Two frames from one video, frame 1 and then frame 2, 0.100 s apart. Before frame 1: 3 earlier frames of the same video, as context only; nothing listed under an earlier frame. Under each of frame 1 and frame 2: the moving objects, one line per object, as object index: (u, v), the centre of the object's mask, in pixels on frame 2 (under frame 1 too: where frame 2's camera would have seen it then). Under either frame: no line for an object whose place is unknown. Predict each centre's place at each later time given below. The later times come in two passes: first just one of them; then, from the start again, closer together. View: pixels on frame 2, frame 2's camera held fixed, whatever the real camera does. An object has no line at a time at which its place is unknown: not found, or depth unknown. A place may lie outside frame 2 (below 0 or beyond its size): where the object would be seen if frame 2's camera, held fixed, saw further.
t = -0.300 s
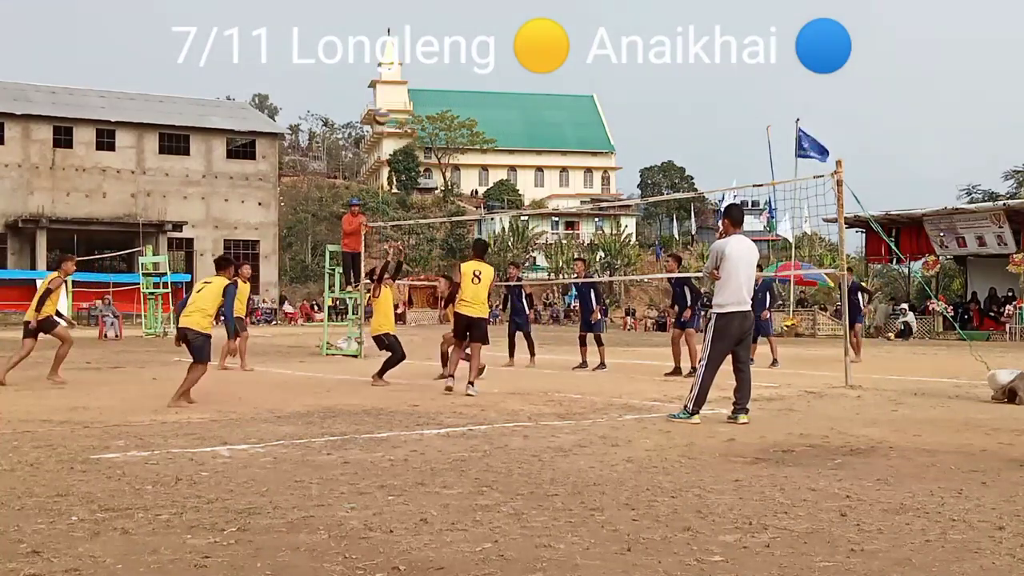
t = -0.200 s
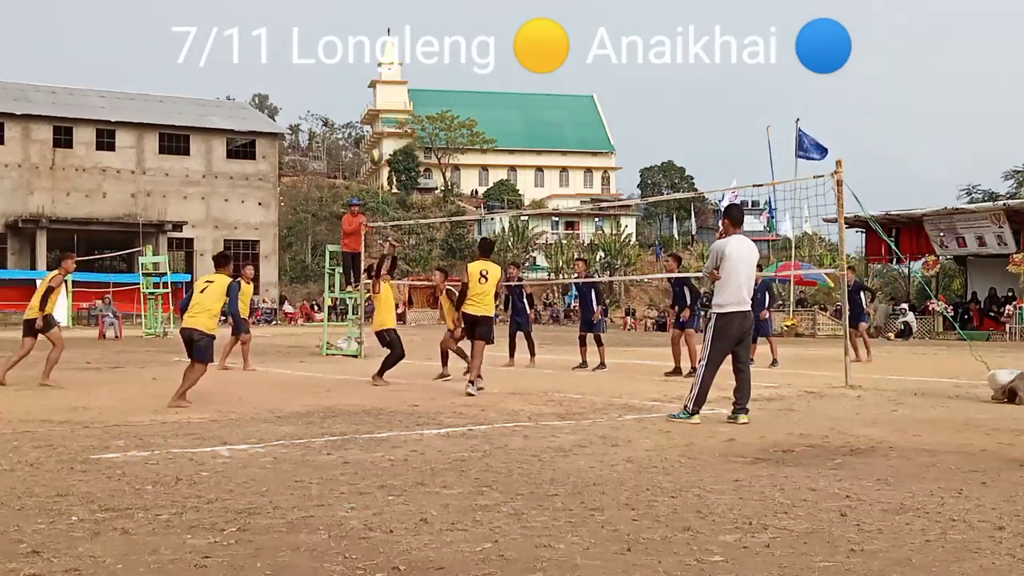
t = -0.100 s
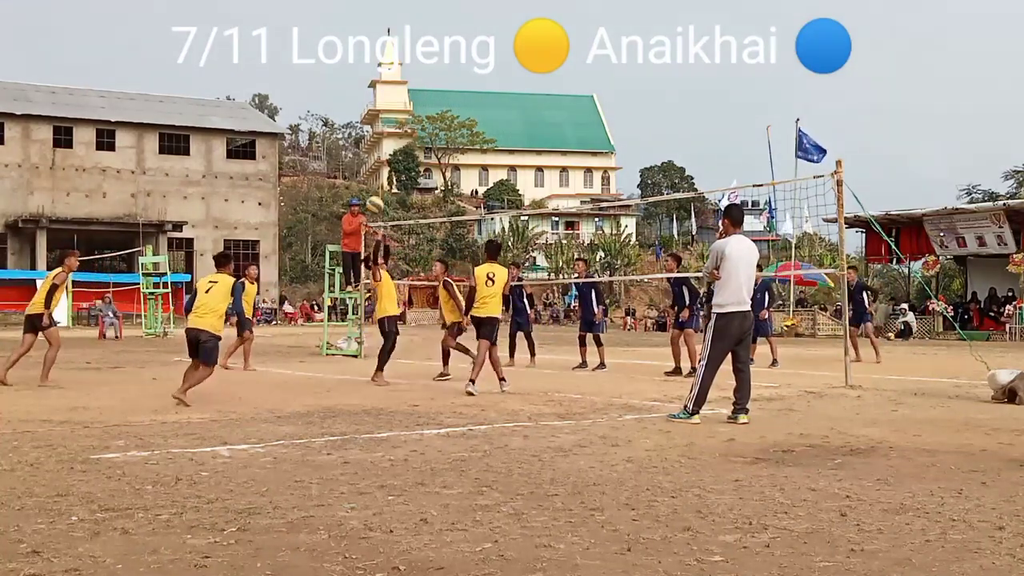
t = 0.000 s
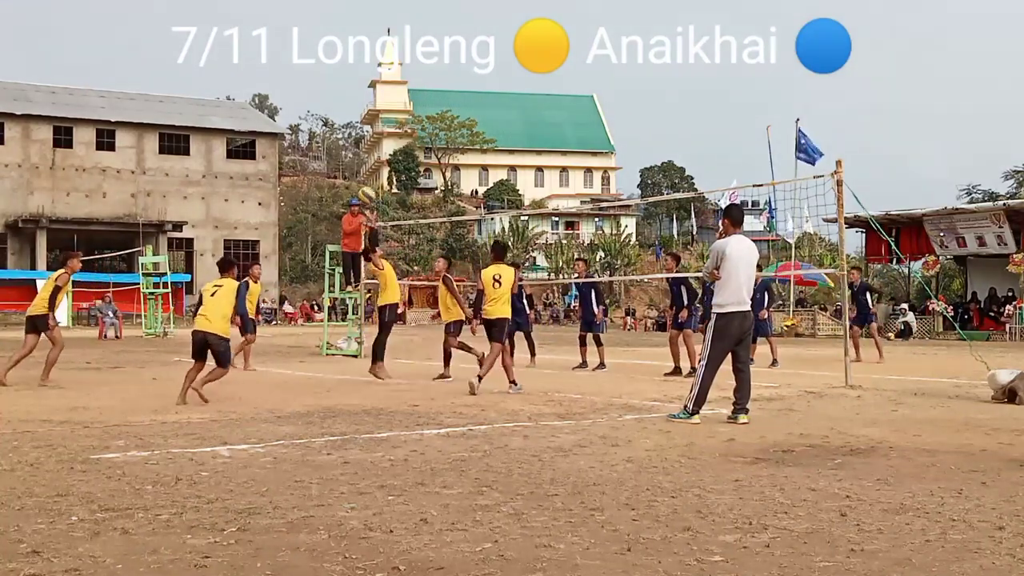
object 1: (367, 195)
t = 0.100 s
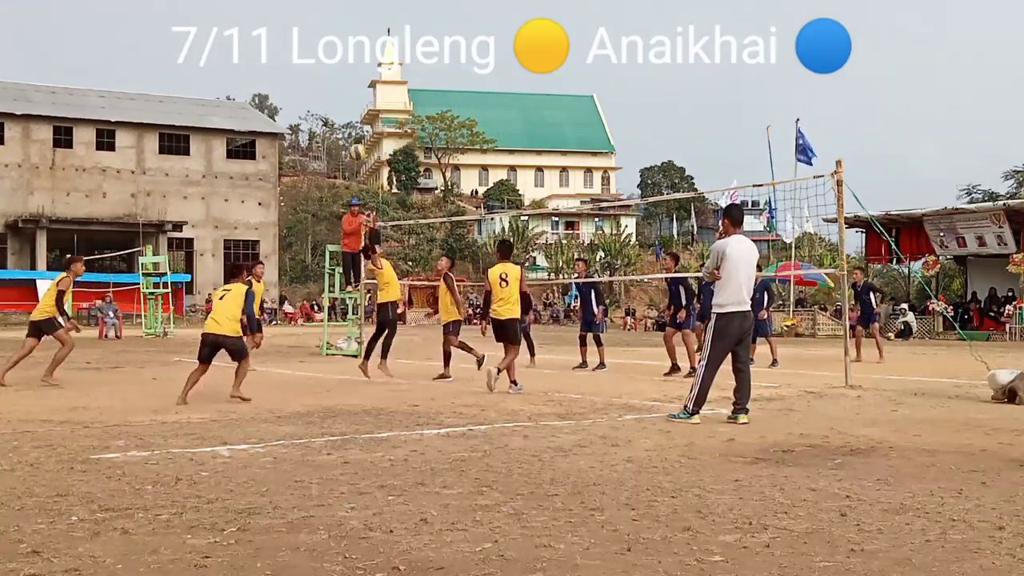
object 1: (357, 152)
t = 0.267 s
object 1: (342, 101)
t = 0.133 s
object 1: (355, 139)
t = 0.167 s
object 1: (351, 128)
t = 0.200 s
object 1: (348, 119)
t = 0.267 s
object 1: (342, 101)
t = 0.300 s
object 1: (339, 93)
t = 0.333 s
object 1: (336, 86)
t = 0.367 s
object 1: (333, 80)
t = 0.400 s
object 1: (330, 76)
